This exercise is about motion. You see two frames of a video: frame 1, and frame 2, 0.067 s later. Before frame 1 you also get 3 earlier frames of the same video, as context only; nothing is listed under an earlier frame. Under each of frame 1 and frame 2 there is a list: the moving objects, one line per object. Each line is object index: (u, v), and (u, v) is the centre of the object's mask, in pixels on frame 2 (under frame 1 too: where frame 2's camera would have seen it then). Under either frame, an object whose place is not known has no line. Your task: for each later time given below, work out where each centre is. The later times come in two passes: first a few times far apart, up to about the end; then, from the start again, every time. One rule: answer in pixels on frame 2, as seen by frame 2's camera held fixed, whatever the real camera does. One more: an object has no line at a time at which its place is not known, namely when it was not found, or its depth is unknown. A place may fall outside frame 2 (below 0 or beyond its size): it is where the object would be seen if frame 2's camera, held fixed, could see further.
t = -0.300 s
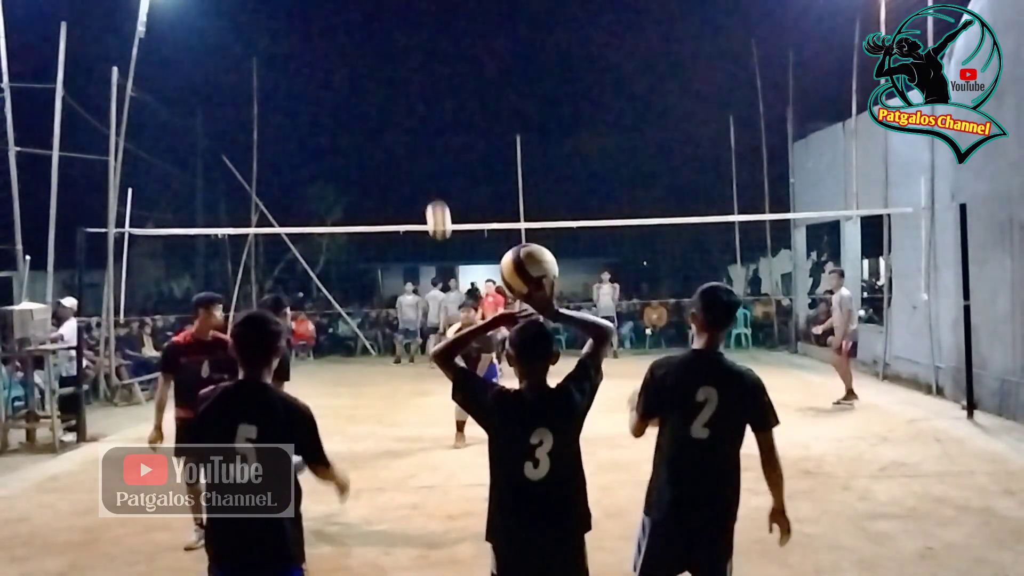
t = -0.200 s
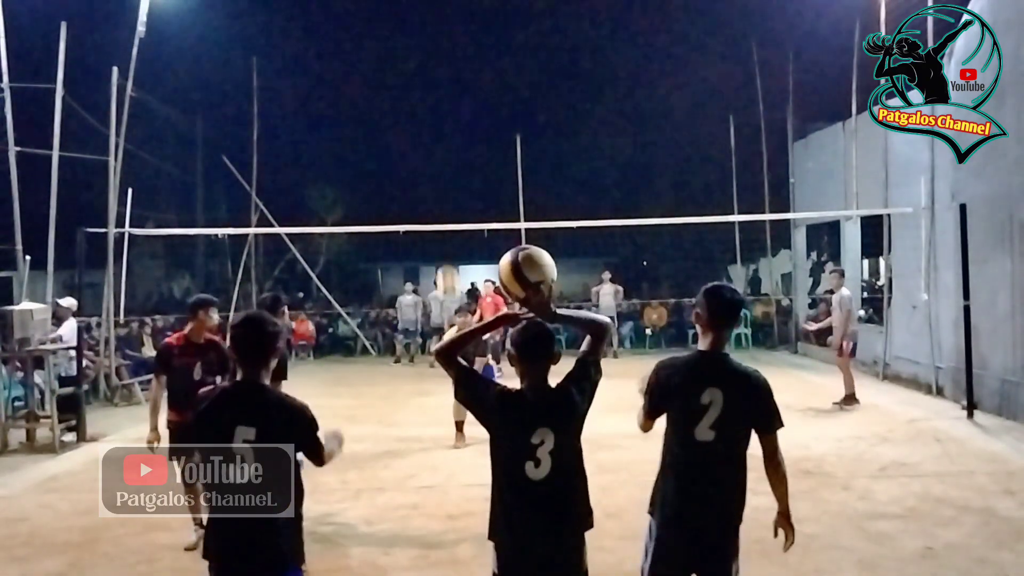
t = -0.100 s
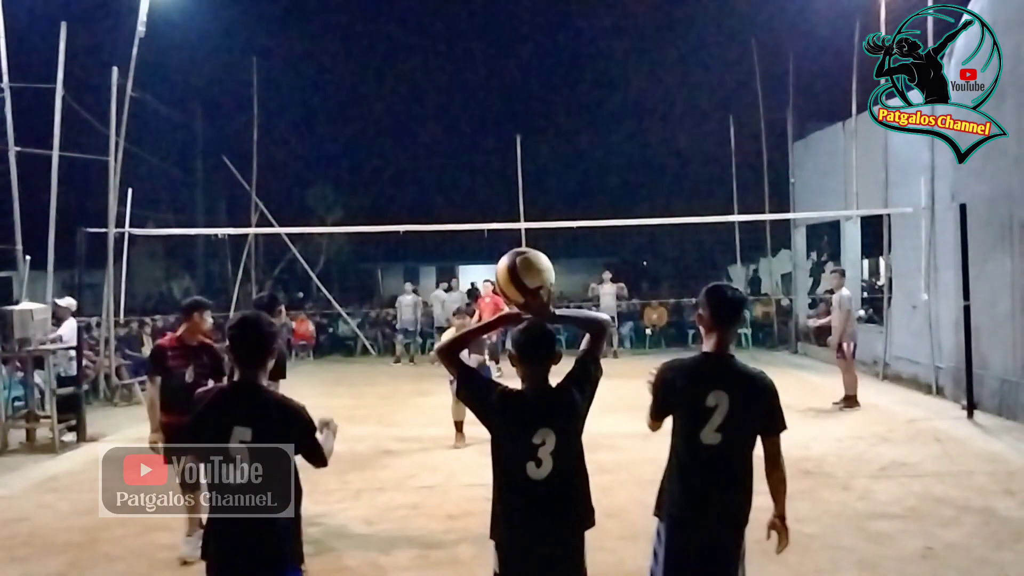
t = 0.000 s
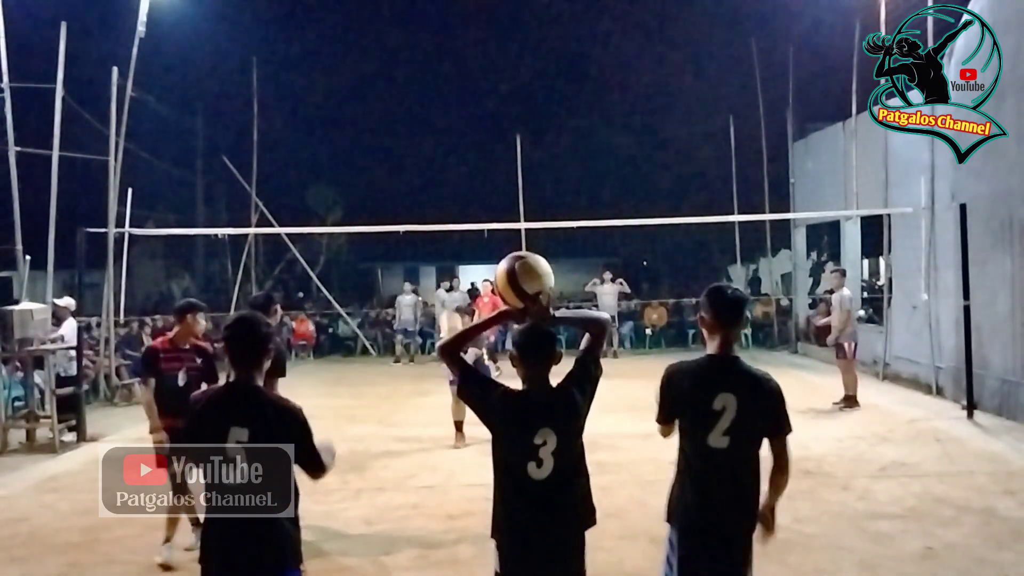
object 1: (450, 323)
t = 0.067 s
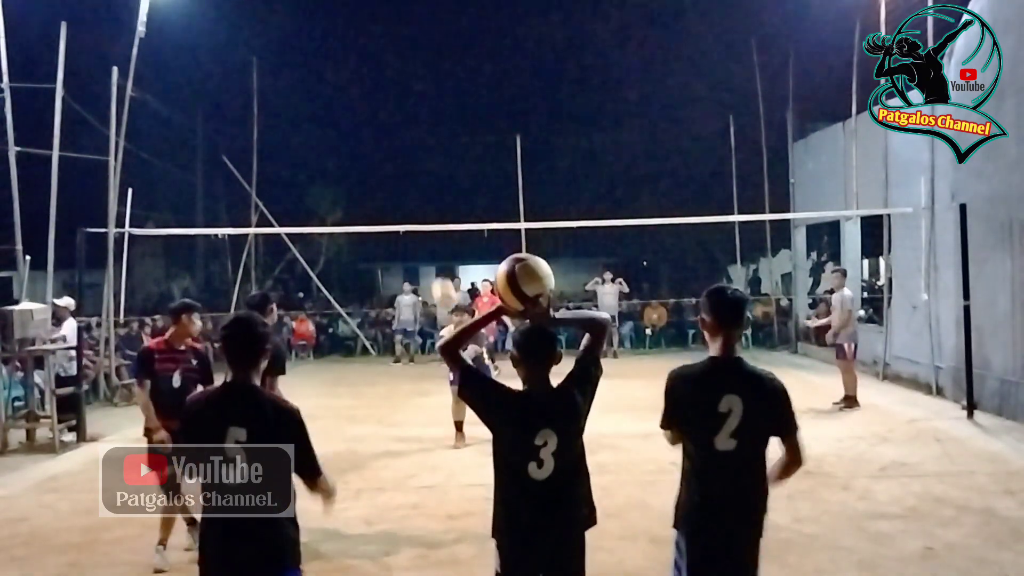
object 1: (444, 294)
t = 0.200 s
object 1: (429, 238)
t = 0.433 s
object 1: (402, 176)
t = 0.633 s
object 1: (378, 168)
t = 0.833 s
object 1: (352, 210)
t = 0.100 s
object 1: (440, 277)
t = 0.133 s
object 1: (437, 263)
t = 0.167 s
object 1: (433, 250)
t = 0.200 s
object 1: (429, 238)
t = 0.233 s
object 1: (426, 226)
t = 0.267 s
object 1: (421, 213)
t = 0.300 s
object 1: (418, 205)
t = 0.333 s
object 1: (414, 196)
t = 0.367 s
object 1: (410, 188)
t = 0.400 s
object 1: (406, 182)
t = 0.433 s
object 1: (402, 176)
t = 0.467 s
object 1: (398, 172)
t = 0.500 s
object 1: (394, 169)
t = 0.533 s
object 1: (390, 167)
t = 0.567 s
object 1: (386, 166)
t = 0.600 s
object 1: (382, 166)
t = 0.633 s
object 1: (378, 168)
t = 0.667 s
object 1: (373, 172)
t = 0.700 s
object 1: (369, 177)
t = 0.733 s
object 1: (365, 183)
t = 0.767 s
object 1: (361, 191)
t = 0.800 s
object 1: (356, 200)
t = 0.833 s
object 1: (352, 210)
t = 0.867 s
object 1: (348, 224)
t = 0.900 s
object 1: (343, 239)
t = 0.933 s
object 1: (339, 255)
